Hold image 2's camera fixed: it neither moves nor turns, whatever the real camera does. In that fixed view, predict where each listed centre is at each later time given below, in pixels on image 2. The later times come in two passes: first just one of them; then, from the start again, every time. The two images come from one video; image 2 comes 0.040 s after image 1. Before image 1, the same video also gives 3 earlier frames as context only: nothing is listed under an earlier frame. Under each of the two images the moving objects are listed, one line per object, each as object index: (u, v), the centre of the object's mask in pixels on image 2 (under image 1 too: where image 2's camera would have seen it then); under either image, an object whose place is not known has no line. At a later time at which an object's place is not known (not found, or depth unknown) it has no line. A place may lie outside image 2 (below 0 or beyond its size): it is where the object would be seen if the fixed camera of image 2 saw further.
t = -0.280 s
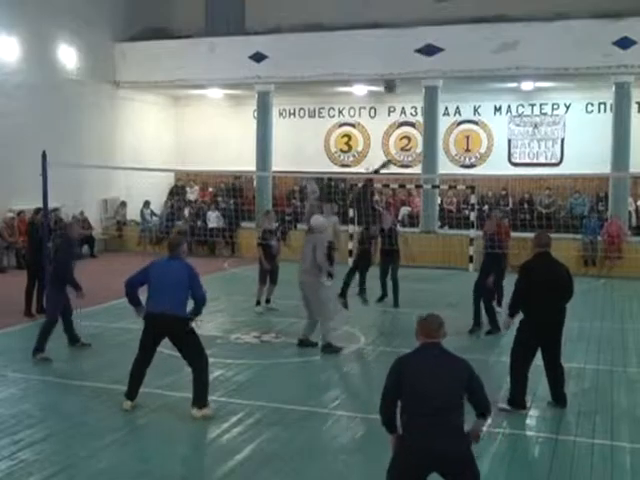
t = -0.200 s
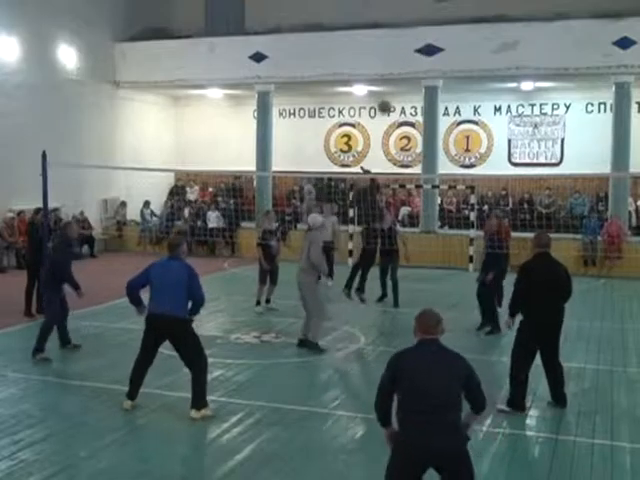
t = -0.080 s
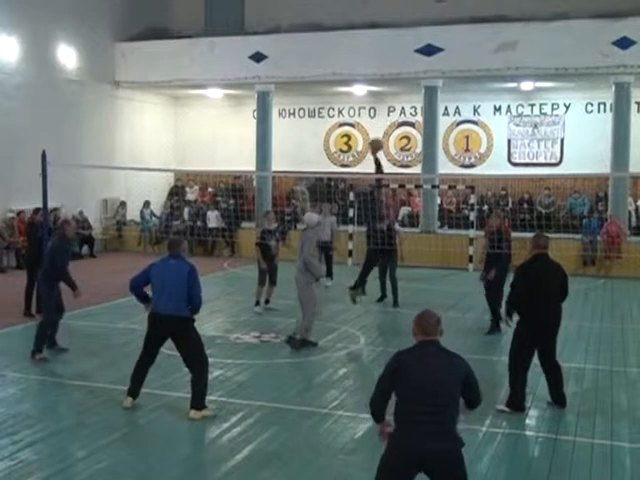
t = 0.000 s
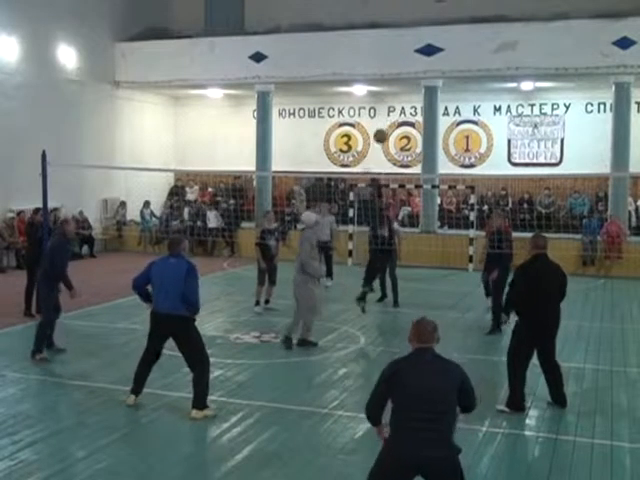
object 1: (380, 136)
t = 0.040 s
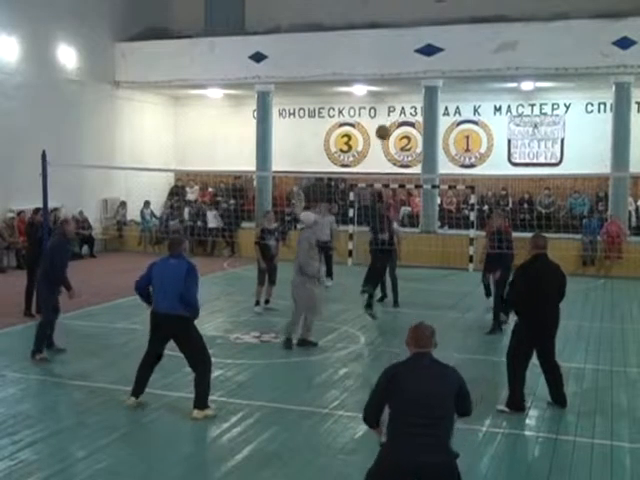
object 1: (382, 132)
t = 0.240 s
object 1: (395, 131)
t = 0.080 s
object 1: (385, 129)
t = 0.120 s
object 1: (387, 128)
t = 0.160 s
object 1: (390, 128)
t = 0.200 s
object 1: (393, 129)
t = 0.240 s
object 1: (395, 131)
